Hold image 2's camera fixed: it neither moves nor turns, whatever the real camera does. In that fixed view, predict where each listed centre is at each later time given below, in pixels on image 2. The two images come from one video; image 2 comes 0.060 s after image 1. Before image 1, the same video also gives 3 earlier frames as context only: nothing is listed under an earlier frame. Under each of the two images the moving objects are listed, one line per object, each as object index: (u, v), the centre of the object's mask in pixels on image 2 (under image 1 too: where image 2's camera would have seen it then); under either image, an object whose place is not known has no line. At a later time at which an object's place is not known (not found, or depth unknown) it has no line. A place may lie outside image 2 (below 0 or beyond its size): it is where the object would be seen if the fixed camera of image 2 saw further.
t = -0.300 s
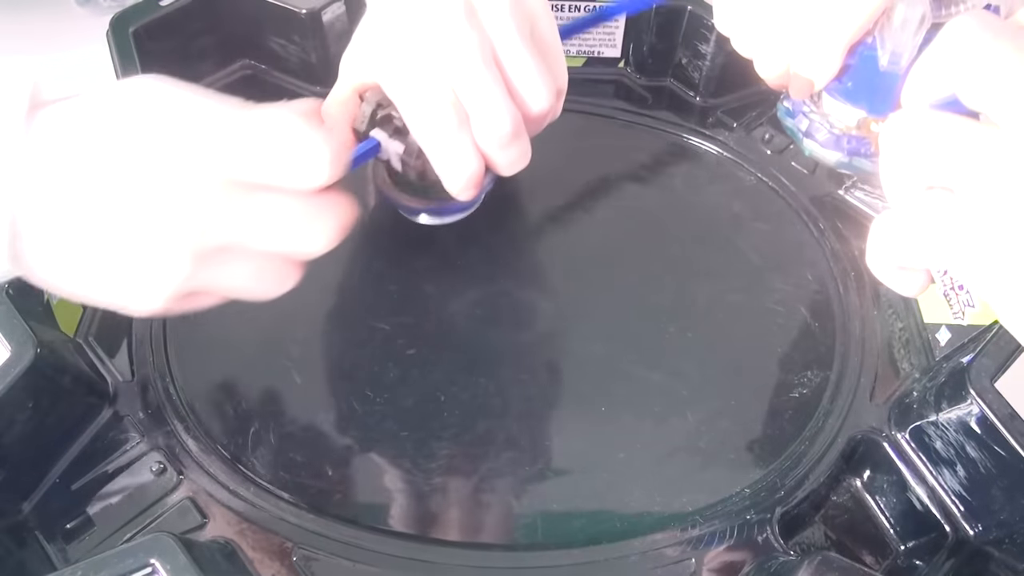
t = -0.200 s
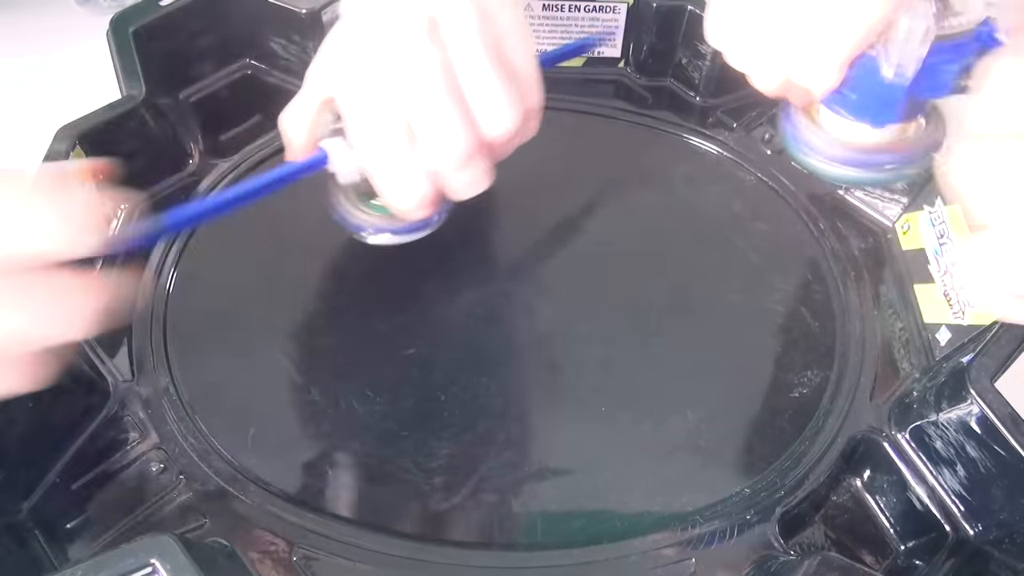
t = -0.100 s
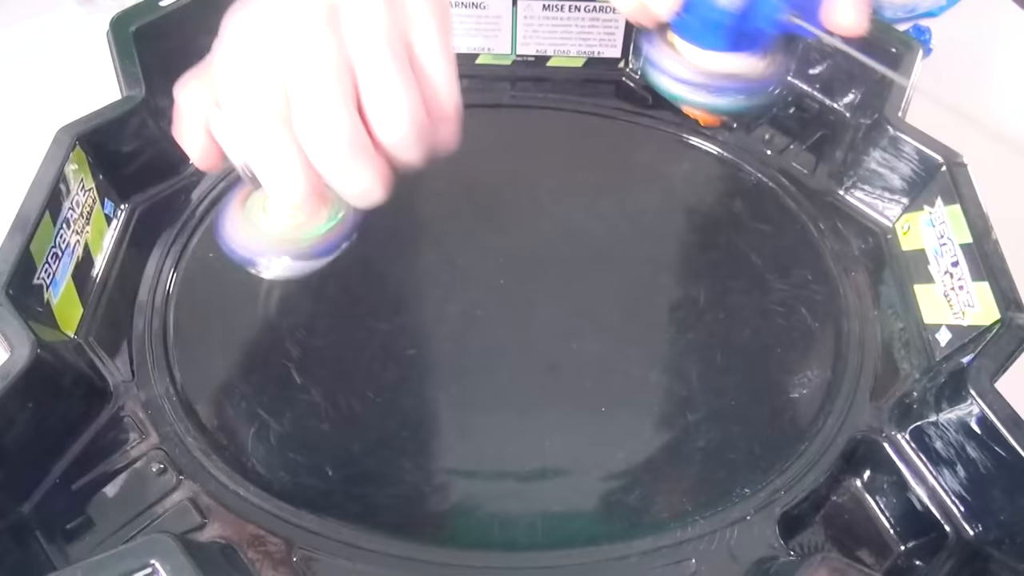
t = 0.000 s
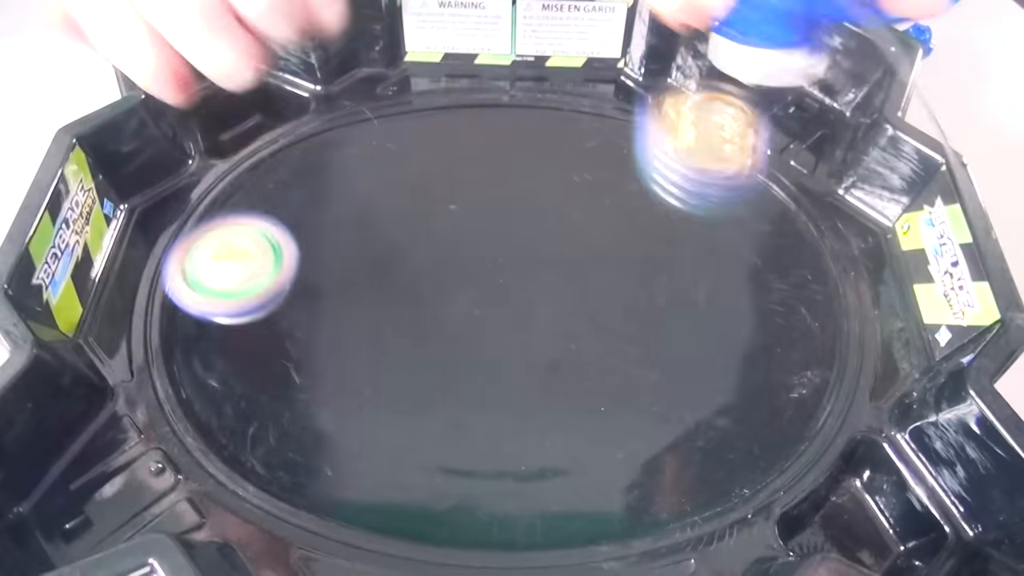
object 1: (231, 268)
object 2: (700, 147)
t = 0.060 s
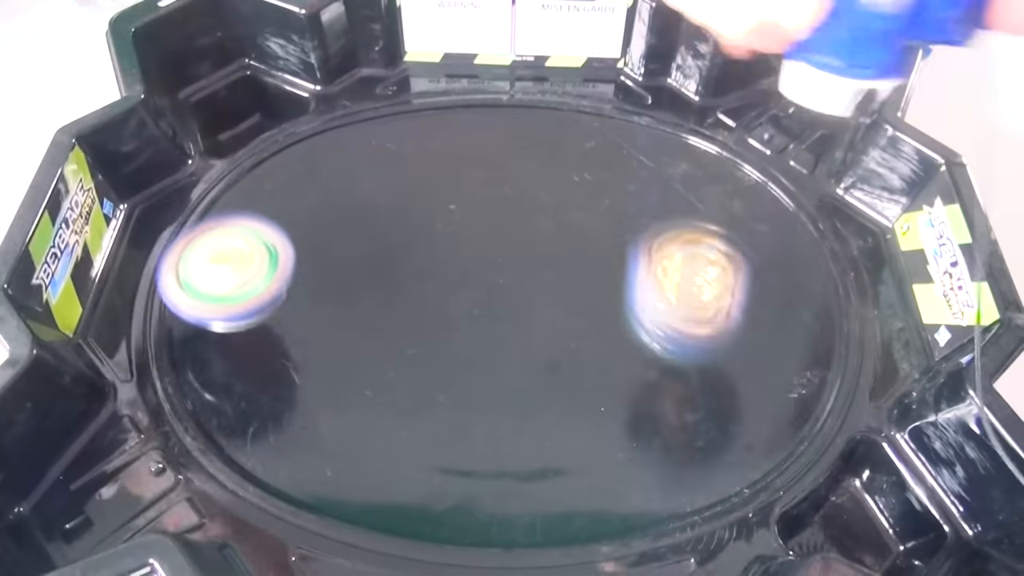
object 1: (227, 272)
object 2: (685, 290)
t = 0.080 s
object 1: (229, 283)
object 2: (678, 337)
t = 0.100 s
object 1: (235, 298)
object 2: (672, 348)
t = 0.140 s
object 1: (246, 298)
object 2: (656, 349)
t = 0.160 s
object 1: (254, 295)
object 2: (646, 357)
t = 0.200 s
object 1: (275, 303)
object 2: (621, 388)
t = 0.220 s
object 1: (288, 305)
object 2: (607, 409)
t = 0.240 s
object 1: (300, 305)
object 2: (592, 432)
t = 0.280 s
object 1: (328, 305)
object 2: (564, 431)
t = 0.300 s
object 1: (342, 305)
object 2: (548, 428)
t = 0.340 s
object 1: (369, 303)
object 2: (517, 432)
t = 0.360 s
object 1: (384, 303)
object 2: (502, 441)
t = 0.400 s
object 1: (411, 301)
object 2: (475, 427)
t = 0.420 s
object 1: (425, 299)
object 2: (463, 418)
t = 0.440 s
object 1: (438, 298)
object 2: (452, 414)
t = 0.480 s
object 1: (461, 294)
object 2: (433, 402)
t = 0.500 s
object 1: (471, 292)
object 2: (425, 390)
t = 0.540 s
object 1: (491, 287)
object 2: (413, 375)
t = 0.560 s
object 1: (499, 284)
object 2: (408, 370)
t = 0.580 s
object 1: (506, 281)
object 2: (403, 361)
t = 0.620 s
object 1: (518, 277)
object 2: (399, 344)
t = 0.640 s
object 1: (522, 275)
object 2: (398, 338)
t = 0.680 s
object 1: (529, 272)
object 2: (399, 325)
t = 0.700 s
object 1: (531, 272)
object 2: (401, 318)
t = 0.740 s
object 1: (534, 270)
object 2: (406, 305)
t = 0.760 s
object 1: (536, 270)
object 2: (410, 299)
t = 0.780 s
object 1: (536, 270)
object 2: (414, 295)
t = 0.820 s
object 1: (543, 268)
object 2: (416, 290)
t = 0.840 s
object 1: (550, 266)
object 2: (413, 288)
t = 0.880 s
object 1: (562, 263)
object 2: (411, 284)
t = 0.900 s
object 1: (566, 263)
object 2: (412, 284)
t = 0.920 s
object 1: (569, 263)
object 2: (413, 283)
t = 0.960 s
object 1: (573, 266)
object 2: (416, 284)
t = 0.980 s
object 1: (575, 267)
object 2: (417, 283)
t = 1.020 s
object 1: (576, 271)
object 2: (419, 281)
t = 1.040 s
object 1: (577, 273)
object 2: (420, 280)
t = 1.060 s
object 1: (577, 275)
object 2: (422, 280)
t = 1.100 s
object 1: (576, 278)
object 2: (424, 280)
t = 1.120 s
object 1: (575, 279)
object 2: (425, 280)
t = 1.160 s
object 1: (573, 282)
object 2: (427, 278)
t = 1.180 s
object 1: (572, 284)
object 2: (428, 278)
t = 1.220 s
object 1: (569, 287)
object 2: (430, 277)
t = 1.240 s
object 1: (568, 288)
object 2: (431, 277)
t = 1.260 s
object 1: (567, 290)
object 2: (433, 276)
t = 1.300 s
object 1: (564, 292)
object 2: (435, 275)
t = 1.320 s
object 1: (563, 292)
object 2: (436, 274)
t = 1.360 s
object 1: (561, 293)
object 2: (438, 273)
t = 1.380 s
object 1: (560, 294)
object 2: (439, 272)
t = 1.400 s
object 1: (559, 294)
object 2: (440, 272)
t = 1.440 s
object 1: (557, 294)
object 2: (441, 271)
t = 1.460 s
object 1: (558, 294)
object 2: (441, 271)
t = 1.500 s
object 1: (558, 293)
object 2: (442, 270)
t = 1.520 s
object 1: (559, 293)
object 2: (442, 269)
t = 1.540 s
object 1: (559, 293)
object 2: (443, 269)
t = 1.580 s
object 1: (559, 293)
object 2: (444, 268)
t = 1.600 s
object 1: (560, 293)
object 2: (445, 267)
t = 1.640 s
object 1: (561, 292)
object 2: (446, 266)
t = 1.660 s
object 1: (562, 292)
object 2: (447, 265)
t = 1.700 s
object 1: (563, 291)
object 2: (448, 265)
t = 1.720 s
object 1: (563, 290)
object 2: (448, 264)
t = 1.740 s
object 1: (563, 290)
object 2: (449, 264)
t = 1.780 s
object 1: (565, 289)
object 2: (447, 263)
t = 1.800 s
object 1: (567, 288)
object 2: (444, 262)
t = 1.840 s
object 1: (570, 287)
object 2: (442, 261)
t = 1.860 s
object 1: (571, 287)
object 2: (442, 261)
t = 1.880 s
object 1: (571, 286)
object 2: (443, 261)
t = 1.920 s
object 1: (570, 285)
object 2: (443, 260)
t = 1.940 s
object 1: (569, 284)
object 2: (444, 260)
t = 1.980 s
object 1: (567, 283)
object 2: (444, 260)
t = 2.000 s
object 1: (566, 283)
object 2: (444, 259)
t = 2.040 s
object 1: (563, 282)
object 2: (445, 259)
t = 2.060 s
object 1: (562, 282)
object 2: (445, 259)
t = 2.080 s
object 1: (561, 282)
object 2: (445, 259)
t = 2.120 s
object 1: (562, 282)
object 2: (442, 259)
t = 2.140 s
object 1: (563, 282)
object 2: (441, 259)
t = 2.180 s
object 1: (564, 282)
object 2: (441, 259)
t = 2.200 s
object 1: (565, 282)
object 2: (441, 259)
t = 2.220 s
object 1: (565, 281)
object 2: (442, 259)
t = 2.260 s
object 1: (565, 281)
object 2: (442, 259)
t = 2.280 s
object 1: (565, 281)
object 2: (442, 260)
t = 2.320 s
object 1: (565, 281)
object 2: (443, 260)
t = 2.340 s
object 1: (564, 281)
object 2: (443, 260)
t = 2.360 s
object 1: (564, 281)
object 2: (443, 260)
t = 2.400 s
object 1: (563, 281)
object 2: (444, 261)
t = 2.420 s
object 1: (563, 281)
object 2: (444, 261)
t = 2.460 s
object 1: (563, 282)
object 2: (443, 261)
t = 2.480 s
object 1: (564, 282)
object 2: (443, 262)
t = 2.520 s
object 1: (564, 282)
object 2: (444, 263)
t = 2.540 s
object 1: (563, 282)
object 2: (444, 263)
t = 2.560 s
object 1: (563, 282)
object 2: (444, 263)
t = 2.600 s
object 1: (564, 282)
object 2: (443, 264)
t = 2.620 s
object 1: (564, 282)
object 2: (444, 264)
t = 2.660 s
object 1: (563, 282)
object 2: (444, 265)
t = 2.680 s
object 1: (563, 282)
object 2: (443, 265)
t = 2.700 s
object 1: (563, 282)
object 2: (443, 266)
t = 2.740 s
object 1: (563, 283)
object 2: (443, 267)
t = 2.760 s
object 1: (563, 283)
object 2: (443, 267)
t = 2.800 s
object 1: (563, 282)
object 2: (443, 268)
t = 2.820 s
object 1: (564, 282)
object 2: (442, 269)
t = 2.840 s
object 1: (564, 282)
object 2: (443, 269)
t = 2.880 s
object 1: (564, 282)
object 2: (442, 270)
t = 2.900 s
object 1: (564, 282)
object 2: (442, 271)
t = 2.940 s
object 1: (564, 282)
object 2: (442, 272)
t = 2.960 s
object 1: (563, 282)
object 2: (442, 272)
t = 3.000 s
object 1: (564, 282)
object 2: (441, 274)
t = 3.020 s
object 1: (564, 282)
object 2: (440, 274)
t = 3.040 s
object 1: (564, 282)
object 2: (441, 275)
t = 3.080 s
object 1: (563, 283)
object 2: (441, 276)
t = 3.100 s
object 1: (564, 283)
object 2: (440, 277)
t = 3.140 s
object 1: (564, 283)
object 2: (440, 278)
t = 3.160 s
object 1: (563, 283)
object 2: (440, 278)
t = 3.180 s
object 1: (562, 284)
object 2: (441, 279)
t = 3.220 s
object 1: (564, 284)
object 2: (437, 281)
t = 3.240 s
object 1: (564, 284)
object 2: (437, 282)
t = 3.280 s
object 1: (563, 285)
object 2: (438, 282)
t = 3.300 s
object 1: (562, 285)
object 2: (438, 283)
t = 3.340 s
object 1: (561, 286)
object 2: (439, 285)
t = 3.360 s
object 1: (561, 287)
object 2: (437, 286)
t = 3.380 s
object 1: (562, 287)
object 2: (437, 286)
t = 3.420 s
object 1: (562, 288)
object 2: (439, 286)
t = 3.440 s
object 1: (562, 289)
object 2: (439, 287)
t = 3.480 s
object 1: (564, 290)
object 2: (437, 290)
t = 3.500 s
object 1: (564, 290)
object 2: (438, 290)
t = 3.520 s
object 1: (564, 291)
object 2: (439, 290)
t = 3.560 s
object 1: (563, 293)
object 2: (440, 290)
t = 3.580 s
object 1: (562, 293)
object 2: (440, 291)
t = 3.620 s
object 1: (563, 295)
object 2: (440, 293)
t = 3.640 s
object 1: (564, 295)
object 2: (439, 294)
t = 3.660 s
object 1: (564, 296)
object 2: (440, 294)
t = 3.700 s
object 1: (564, 297)
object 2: (441, 294)
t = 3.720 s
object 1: (566, 297)
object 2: (440, 295)
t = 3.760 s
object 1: (572, 297)
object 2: (435, 298)
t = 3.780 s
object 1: (573, 297)
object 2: (435, 298)
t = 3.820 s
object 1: (575, 297)
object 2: (437, 297)
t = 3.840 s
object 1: (575, 298)
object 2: (438, 297)
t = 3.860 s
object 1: (574, 298)
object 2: (439, 298)
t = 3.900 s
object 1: (572, 299)
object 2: (440, 299)
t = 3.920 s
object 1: (571, 299)
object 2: (441, 299)
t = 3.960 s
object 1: (568, 300)
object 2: (443, 299)
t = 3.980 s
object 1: (568, 300)
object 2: (442, 300)
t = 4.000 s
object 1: (570, 299)
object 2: (439, 300)
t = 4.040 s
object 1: (571, 298)
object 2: (437, 302)
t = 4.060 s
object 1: (571, 298)
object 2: (438, 302)
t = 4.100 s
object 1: (571, 297)
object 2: (440, 301)
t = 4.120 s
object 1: (570, 297)
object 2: (441, 301)
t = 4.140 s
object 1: (569, 297)
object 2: (442, 301)
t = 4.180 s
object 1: (567, 297)
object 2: (444, 302)
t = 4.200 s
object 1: (566, 297)
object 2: (444, 302)
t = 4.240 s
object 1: (569, 295)
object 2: (440, 303)
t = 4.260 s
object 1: (570, 294)
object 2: (440, 303)
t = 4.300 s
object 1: (570, 293)
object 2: (441, 303)
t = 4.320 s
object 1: (569, 292)
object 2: (442, 303)
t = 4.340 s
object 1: (569, 292)
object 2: (443, 303)
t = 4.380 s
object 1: (566, 291)
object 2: (444, 303)
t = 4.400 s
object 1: (566, 291)
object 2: (443, 303)
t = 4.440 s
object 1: (567, 290)
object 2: (443, 303)
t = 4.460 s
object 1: (567, 289)
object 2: (444, 303)
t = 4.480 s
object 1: (567, 289)
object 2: (444, 303)
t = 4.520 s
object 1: (567, 287)
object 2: (444, 303)
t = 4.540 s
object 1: (567, 286)
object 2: (445, 302)
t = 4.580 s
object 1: (567, 285)
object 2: (446, 302)
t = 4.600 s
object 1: (568, 284)
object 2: (446, 302)
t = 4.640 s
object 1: (567, 283)
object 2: (446, 302)
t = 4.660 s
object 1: (567, 283)
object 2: (447, 301)
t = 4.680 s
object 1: (567, 282)
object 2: (447, 301)
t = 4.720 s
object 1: (567, 281)
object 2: (447, 301)
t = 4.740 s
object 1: (567, 280)
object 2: (448, 300)
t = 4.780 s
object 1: (566, 279)
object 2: (448, 300)
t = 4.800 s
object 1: (566, 279)
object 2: (448, 300)
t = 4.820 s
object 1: (565, 278)
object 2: (448, 300)
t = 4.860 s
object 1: (566, 276)
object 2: (448, 299)
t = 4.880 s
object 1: (568, 275)
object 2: (446, 300)
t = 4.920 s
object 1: (571, 272)
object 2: (443, 300)
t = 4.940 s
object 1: (571, 271)
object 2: (443, 299)
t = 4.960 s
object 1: (571, 270)
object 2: (443, 298)
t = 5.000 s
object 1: (571, 270)
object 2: (445, 298)
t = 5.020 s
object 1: (569, 270)
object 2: (445, 298)
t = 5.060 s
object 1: (566, 270)
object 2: (446, 297)
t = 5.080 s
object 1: (565, 270)
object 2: (447, 296)
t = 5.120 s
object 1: (564, 270)
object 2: (445, 297)
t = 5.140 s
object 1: (564, 270)
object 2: (444, 298)
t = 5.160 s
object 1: (564, 269)
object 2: (443, 299)
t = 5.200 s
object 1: (562, 268)
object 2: (442, 299)
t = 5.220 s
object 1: (561, 268)
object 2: (443, 298)
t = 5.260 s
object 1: (559, 268)
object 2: (443, 297)
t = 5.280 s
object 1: (559, 268)
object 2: (442, 298)
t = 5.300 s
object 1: (559, 267)
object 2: (441, 298)
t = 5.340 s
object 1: (558, 266)
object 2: (441, 298)
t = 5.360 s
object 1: (557, 266)
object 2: (441, 298)
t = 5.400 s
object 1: (556, 265)
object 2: (441, 297)
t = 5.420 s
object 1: (555, 265)
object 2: (441, 297)
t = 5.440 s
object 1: (554, 265)
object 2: (441, 298)
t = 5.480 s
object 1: (554, 265)
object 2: (440, 299)
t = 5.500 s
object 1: (554, 264)
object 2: (440, 299)
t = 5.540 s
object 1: (554, 263)
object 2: (438, 300)
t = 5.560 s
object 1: (554, 262)
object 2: (438, 300)
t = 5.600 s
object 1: (552, 261)
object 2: (438, 300)
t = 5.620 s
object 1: (551, 261)
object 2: (438, 300)
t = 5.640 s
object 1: (549, 261)
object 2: (438, 300)
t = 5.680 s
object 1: (549, 260)
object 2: (436, 302)
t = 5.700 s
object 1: (548, 259)
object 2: (436, 302)
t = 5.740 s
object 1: (547, 258)
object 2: (436, 302)
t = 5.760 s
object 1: (546, 258)
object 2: (436, 303)
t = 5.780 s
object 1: (546, 257)
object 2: (435, 304)
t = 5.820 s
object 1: (545, 257)
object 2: (435, 304)
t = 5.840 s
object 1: (545, 256)
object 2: (435, 304)
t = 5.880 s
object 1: (545, 255)
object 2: (433, 307)
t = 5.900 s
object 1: (546, 255)
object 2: (431, 308)
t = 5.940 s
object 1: (547, 255)
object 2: (431, 309)
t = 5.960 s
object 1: (547, 255)
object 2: (432, 308)
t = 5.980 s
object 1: (546, 255)
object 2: (432, 308)
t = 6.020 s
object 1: (545, 257)
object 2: (433, 309)
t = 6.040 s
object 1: (543, 258)
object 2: (433, 309)
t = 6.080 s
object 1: (541, 260)
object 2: (434, 309)
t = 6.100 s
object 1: (543, 260)
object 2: (432, 312)
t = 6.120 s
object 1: (544, 259)
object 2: (429, 315)
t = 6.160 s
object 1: (546, 259)
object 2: (427, 316)
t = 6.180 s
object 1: (547, 259)
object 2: (428, 316)
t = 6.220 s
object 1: (547, 260)
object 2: (429, 316)
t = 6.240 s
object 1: (546, 261)
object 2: (430, 316)
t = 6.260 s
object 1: (545, 263)
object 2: (430, 316)
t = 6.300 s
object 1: (544, 265)
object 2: (432, 316)
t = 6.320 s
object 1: (543, 267)
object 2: (433, 316)
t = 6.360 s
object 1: (542, 269)
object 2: (433, 317)
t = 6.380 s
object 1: (543, 269)
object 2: (432, 319)
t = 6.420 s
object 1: (545, 269)
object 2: (433, 318)
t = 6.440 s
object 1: (545, 269)
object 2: (434, 317)
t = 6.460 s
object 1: (545, 269)
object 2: (435, 316)
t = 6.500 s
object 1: (547, 268)
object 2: (433, 320)
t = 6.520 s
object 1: (549, 268)
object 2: (433, 321)
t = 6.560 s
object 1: (551, 267)
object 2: (434, 320)
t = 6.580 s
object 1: (551, 267)
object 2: (435, 319)
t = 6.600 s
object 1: (552, 267)
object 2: (437, 318)
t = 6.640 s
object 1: (551, 269)
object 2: (438, 318)
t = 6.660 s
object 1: (550, 270)
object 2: (439, 318)
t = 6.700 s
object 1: (552, 269)
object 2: (436, 322)
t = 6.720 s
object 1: (555, 268)
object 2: (432, 325)
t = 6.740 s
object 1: (557, 267)
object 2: (431, 325)
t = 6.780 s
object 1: (559, 267)
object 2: (431, 324)
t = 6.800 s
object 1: (559, 267)
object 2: (432, 324)
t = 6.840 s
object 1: (558, 269)
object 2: (434, 323)
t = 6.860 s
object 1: (557, 270)
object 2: (435, 322)
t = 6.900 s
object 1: (556, 273)
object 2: (436, 321)
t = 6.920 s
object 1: (555, 274)
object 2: (437, 321)
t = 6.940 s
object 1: (554, 275)
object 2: (437, 320)
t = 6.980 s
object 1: (553, 277)
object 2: (439, 319)
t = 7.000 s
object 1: (552, 278)
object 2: (440, 318)
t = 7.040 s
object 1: (555, 276)
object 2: (434, 322)
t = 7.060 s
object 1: (558, 275)
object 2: (430, 324)
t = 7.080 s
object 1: (560, 274)
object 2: (429, 324)
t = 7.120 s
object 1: (562, 274)
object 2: (429, 321)
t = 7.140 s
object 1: (562, 274)
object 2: (430, 320)
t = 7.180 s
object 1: (561, 276)
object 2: (431, 320)
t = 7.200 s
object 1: (561, 277)
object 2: (432, 319)
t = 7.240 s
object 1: (559, 280)
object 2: (432, 317)
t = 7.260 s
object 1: (559, 281)
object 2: (432, 316)
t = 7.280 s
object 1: (558, 282)
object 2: (433, 315)
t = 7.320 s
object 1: (556, 285)
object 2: (433, 314)
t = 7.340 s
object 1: (556, 286)
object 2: (434, 313)
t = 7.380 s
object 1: (556, 288)
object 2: (433, 312)
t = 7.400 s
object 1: (556, 289)
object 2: (432, 312)
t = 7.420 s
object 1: (556, 290)
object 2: (433, 311)
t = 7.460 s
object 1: (557, 291)
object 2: (433, 309)
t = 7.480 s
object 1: (556, 292)
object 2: (433, 308)
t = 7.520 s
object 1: (556, 293)
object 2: (433, 306)
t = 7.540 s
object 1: (556, 293)
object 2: (432, 306)
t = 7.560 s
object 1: (556, 294)
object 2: (432, 305)
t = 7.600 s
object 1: (556, 294)
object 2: (432, 304)
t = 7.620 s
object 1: (556, 295)
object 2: (431, 303)
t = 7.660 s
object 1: (554, 296)
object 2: (431, 302)
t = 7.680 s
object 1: (554, 296)
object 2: (431, 301)
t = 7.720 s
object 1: (553, 297)
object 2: (430, 299)
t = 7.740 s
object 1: (553, 297)
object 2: (429, 299)
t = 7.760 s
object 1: (554, 298)
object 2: (429, 299)
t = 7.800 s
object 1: (554, 298)
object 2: (429, 297)
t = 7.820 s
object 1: (554, 298)
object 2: (429, 297)
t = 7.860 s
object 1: (554, 298)
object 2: (428, 296)
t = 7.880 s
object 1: (554, 298)
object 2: (428, 296)
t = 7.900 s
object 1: (554, 298)
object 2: (428, 295)
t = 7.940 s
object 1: (553, 298)
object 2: (427, 294)
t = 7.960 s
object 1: (553, 297)
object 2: (427, 294)
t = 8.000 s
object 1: (552, 298)
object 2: (426, 294)
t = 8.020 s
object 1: (552, 297)
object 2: (426, 293)
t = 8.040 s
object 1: (552, 297)
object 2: (426, 293)
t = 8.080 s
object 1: (551, 297)
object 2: (425, 293)
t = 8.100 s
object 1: (551, 297)
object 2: (426, 292)
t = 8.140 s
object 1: (551, 297)
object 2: (425, 292)
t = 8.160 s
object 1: (550, 296)
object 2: (425, 292)
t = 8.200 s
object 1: (550, 296)
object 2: (425, 292)
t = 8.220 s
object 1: (549, 296)
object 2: (425, 292)
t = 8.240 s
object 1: (549, 296)
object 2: (425, 291)
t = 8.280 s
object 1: (549, 295)
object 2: (425, 291)
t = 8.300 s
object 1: (548, 295)
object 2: (425, 291)
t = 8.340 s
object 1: (548, 295)
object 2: (426, 291)
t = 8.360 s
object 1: (549, 295)
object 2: (424, 292)
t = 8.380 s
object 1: (551, 294)
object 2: (421, 292)
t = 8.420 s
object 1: (555, 294)
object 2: (420, 293)
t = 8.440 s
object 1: (555, 293)
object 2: (420, 292)
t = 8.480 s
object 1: (557, 293)
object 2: (421, 293)
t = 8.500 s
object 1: (556, 293)
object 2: (422, 293)
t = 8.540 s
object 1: (556, 293)
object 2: (423, 293)
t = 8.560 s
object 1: (556, 293)
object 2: (423, 293)
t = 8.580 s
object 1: (555, 293)
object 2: (424, 294)
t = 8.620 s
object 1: (554, 294)
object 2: (425, 294)
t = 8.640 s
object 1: (553, 294)
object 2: (425, 294)
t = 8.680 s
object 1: (552, 295)
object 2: (426, 294)
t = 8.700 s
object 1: (551, 296)
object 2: (426, 294)
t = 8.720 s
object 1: (550, 296)
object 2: (427, 294)
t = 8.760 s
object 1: (550, 297)
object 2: (427, 295)
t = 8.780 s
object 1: (550, 297)
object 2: (427, 295)
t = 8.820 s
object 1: (552, 297)
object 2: (426, 295)
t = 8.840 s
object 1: (553, 297)
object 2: (427, 295)
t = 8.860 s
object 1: (553, 297)
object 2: (427, 295)
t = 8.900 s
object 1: (553, 297)
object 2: (429, 295)
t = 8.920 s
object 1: (554, 297)
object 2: (427, 296)
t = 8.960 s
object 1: (564, 295)
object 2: (415, 299)
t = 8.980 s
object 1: (567, 294)
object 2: (412, 299)
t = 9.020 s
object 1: (569, 295)
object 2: (410, 299)
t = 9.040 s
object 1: (569, 295)
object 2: (410, 299)
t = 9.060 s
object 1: (568, 296)
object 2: (411, 299)
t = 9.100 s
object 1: (566, 299)
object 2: (413, 299)
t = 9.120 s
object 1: (565, 300)
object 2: (414, 299)
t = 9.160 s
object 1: (563, 304)
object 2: (416, 298)
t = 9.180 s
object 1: (561, 306)
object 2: (417, 298)
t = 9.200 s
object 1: (560, 308)
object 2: (419, 298)
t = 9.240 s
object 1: (557, 311)
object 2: (420, 298)
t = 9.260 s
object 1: (555, 313)
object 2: (422, 298)
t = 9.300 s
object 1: (553, 316)
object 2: (423, 297)
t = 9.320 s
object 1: (552, 318)
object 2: (424, 297)
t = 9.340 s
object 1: (551, 320)
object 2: (425, 297)
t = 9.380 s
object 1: (551, 323)
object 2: (427, 296)
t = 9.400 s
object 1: (552, 324)
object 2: (427, 296)
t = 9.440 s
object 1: (554, 325)
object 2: (429, 295)
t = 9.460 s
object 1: (556, 325)
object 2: (430, 295)
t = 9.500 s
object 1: (559, 325)
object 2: (431, 294)
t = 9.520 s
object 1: (560, 324)
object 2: (432, 294)
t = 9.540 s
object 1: (561, 324)
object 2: (432, 293)
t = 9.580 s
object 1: (564, 323)
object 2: (434, 292)
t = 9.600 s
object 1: (565, 322)
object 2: (434, 292)
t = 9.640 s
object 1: (567, 320)
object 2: (436, 291)
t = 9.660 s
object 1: (568, 319)
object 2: (436, 291)
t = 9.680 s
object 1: (568, 317)
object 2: (437, 290)
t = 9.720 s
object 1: (569, 315)
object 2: (438, 289)
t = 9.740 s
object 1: (569, 313)
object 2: (438, 288)
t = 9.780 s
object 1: (569, 311)
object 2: (440, 288)
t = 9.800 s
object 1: (569, 309)
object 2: (440, 287)
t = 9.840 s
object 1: (569, 307)
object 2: (442, 286)
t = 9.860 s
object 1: (569, 305)
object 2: (442, 285)
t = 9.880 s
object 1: (569, 304)
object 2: (442, 285)
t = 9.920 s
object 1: (568, 301)
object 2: (443, 283)
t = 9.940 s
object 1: (568, 300)
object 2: (443, 283)
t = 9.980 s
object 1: (566, 298)
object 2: (444, 282)
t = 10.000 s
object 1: (566, 297)
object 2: (444, 282)
